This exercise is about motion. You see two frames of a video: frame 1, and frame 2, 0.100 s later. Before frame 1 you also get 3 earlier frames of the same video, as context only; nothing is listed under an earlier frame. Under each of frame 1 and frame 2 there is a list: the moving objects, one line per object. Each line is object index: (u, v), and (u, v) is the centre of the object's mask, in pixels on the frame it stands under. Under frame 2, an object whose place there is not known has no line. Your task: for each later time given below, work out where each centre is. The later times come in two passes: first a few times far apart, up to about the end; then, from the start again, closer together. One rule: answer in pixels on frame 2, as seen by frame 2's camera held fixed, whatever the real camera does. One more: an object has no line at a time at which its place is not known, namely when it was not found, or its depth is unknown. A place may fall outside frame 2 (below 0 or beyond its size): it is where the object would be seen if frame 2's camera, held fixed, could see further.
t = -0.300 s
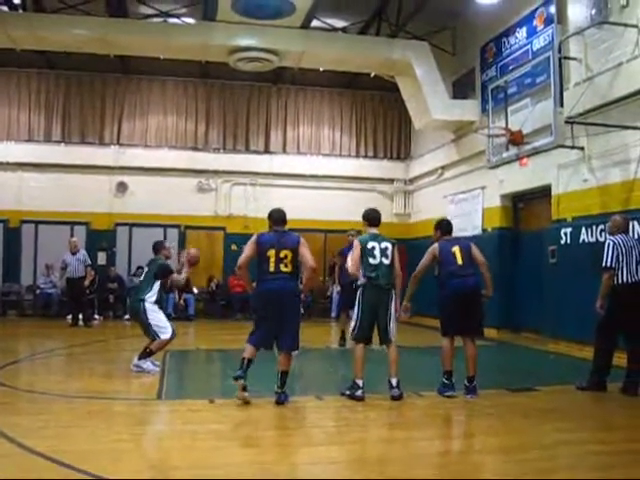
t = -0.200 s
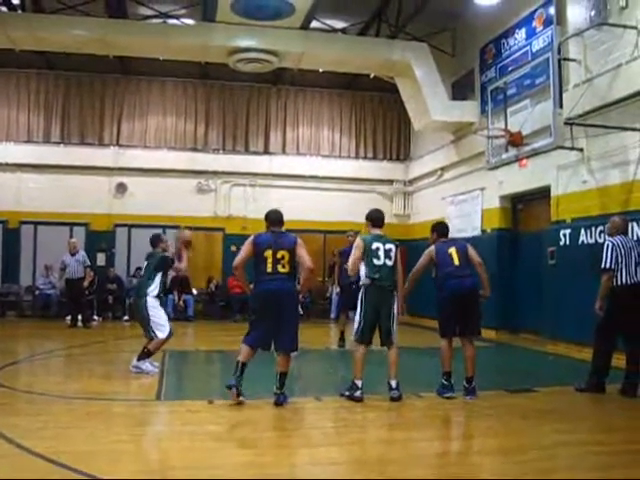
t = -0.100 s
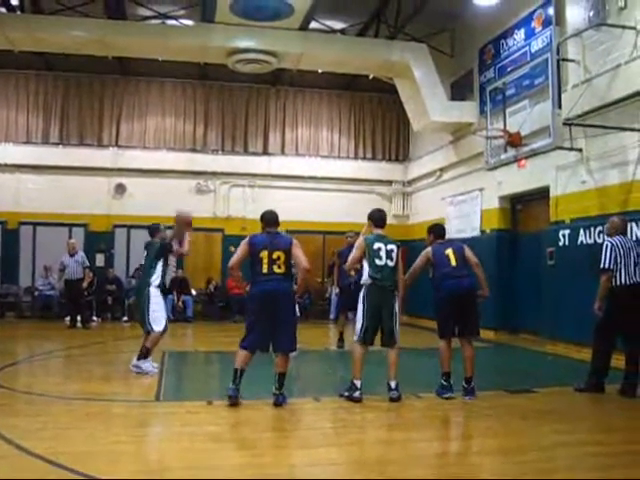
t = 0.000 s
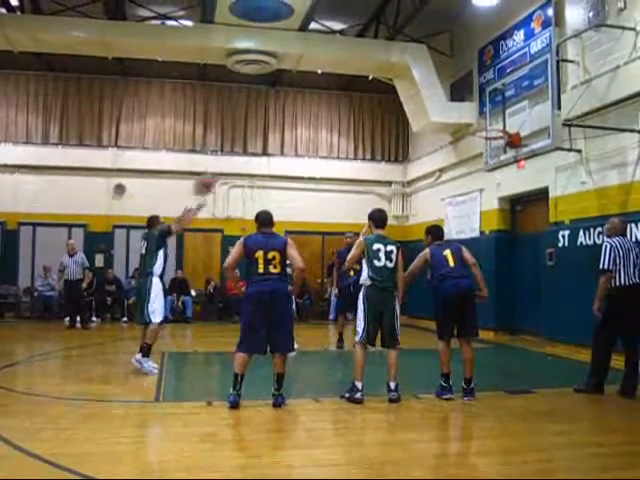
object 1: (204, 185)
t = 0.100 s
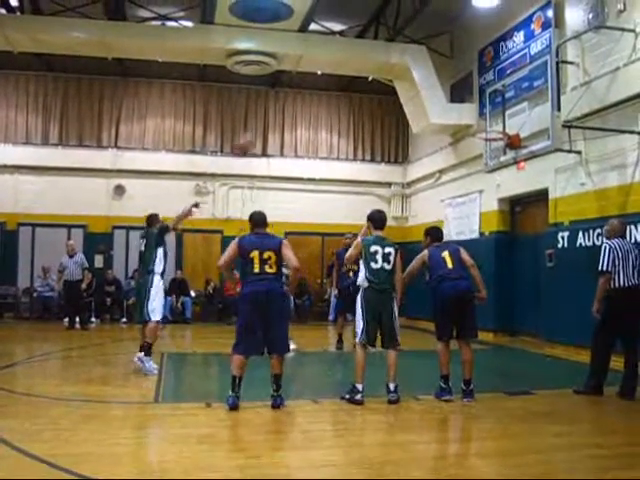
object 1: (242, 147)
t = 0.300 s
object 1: (310, 97)
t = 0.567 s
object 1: (392, 84)
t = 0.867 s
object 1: (480, 129)
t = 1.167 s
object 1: (484, 152)
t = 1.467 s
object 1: (486, 162)
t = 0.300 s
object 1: (310, 97)
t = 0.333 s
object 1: (321, 92)
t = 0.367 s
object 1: (331, 87)
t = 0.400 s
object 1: (341, 84)
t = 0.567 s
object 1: (392, 84)
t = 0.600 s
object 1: (405, 89)
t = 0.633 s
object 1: (414, 91)
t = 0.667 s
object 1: (424, 95)
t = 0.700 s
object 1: (434, 98)
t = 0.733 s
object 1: (444, 104)
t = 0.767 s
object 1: (453, 109)
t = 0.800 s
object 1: (462, 116)
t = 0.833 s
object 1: (471, 123)
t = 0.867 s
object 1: (480, 129)
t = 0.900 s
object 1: (489, 135)
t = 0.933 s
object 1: (495, 138)
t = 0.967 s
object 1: (497, 141)
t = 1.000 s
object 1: (496, 149)
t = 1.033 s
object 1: (495, 151)
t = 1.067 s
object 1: (493, 151)
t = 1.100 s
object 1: (489, 153)
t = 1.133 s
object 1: (487, 152)
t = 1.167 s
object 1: (484, 152)
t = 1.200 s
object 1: (482, 153)
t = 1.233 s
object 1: (482, 153)
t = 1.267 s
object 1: (482, 153)
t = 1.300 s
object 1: (482, 154)
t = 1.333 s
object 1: (481, 154)
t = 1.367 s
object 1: (482, 156)
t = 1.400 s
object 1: (483, 158)
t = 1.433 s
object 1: (484, 160)
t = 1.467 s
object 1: (486, 162)
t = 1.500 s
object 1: (488, 166)
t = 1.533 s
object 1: (489, 169)
